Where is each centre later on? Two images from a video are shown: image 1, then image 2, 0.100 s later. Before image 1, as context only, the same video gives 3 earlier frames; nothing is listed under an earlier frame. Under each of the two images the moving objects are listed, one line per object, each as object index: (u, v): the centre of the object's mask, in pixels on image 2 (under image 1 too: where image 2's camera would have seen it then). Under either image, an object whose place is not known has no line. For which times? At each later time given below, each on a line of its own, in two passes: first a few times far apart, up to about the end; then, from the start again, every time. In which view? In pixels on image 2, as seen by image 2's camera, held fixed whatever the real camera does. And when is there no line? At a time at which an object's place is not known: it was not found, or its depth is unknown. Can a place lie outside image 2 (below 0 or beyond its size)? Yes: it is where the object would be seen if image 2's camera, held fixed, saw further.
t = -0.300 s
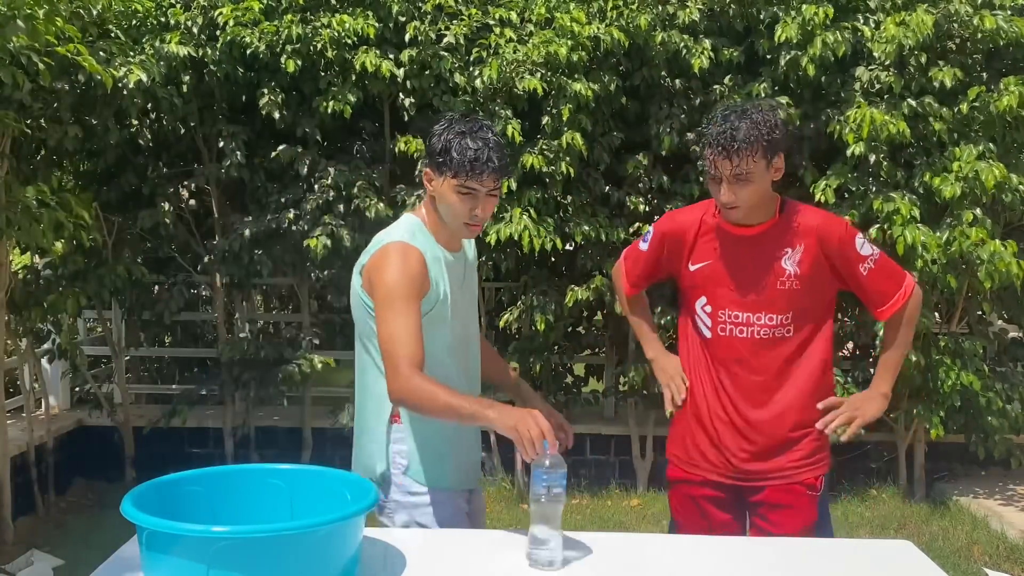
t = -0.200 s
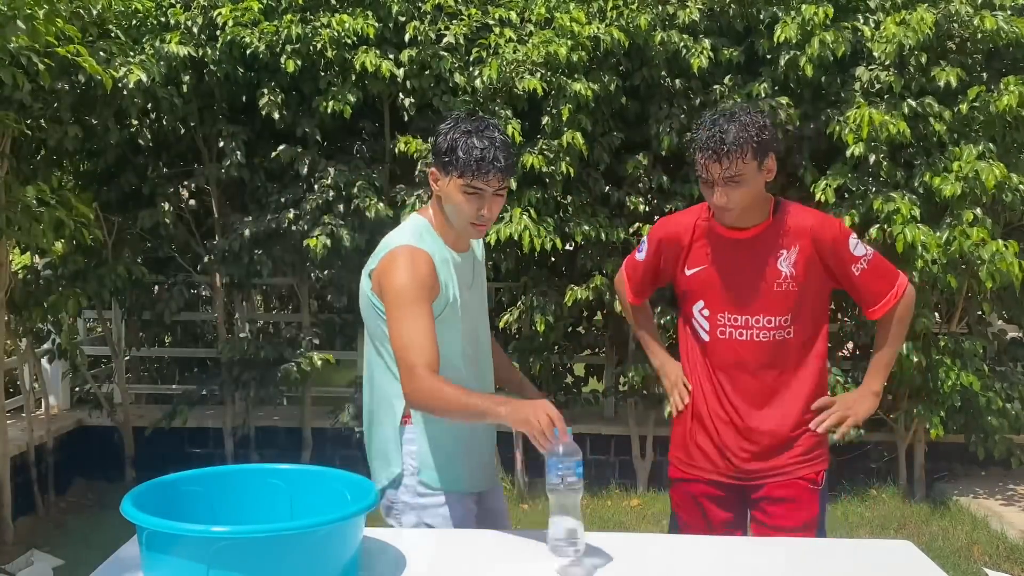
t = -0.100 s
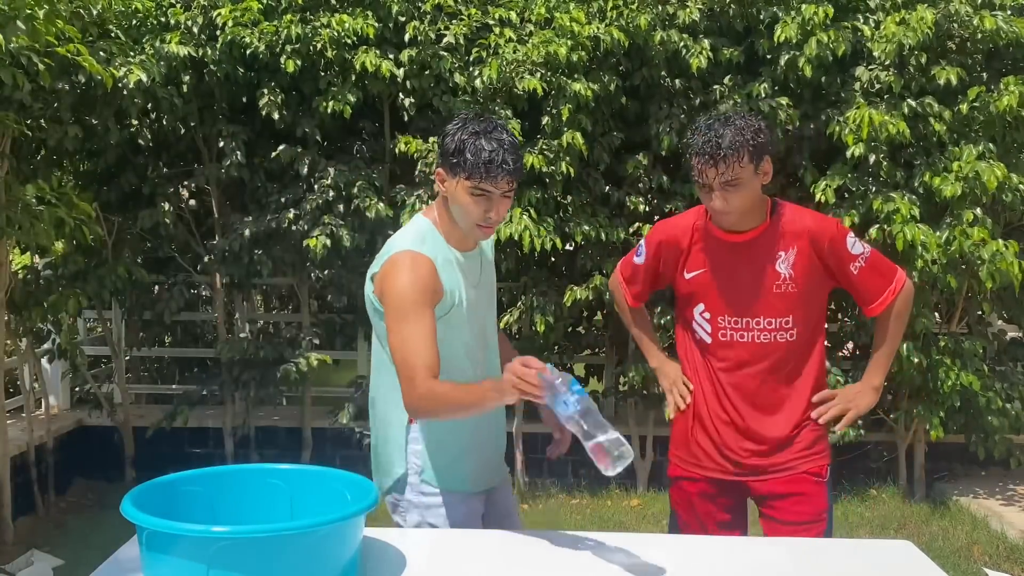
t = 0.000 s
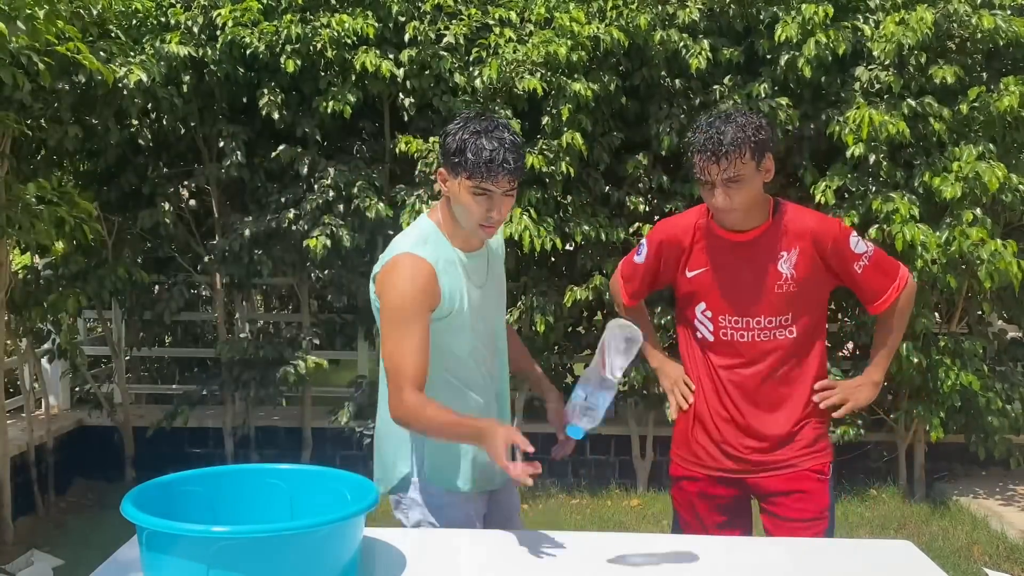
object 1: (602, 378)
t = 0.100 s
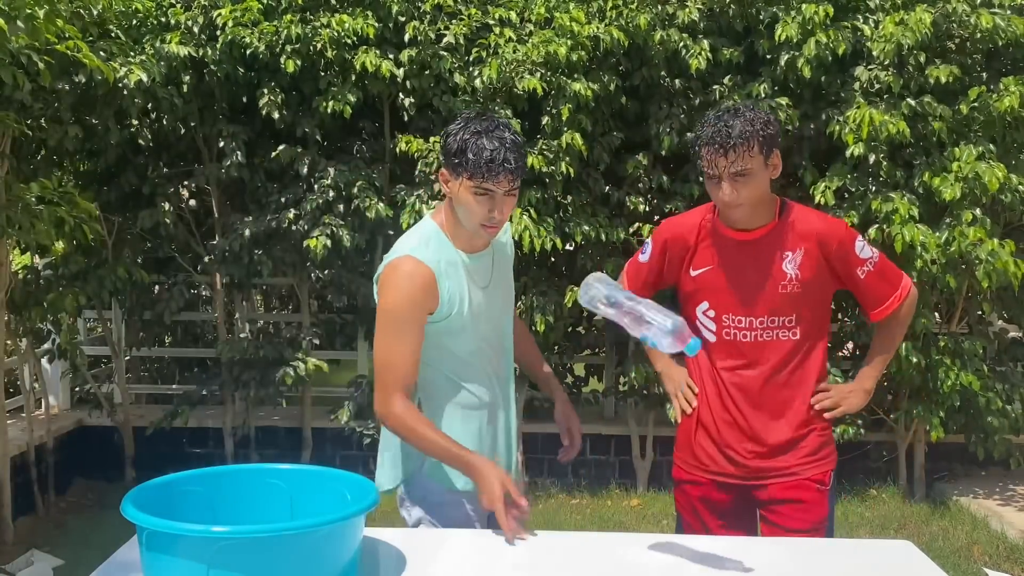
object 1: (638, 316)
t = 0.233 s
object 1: (632, 326)
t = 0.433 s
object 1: (634, 524)
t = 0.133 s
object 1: (636, 305)
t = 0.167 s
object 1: (634, 304)
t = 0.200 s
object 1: (634, 311)
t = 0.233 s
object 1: (632, 326)
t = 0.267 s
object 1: (631, 347)
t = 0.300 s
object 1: (631, 376)
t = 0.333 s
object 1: (630, 411)
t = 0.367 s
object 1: (630, 452)
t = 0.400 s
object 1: (631, 500)
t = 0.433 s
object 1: (634, 524)
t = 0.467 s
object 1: (632, 523)
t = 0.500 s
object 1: (625, 523)
